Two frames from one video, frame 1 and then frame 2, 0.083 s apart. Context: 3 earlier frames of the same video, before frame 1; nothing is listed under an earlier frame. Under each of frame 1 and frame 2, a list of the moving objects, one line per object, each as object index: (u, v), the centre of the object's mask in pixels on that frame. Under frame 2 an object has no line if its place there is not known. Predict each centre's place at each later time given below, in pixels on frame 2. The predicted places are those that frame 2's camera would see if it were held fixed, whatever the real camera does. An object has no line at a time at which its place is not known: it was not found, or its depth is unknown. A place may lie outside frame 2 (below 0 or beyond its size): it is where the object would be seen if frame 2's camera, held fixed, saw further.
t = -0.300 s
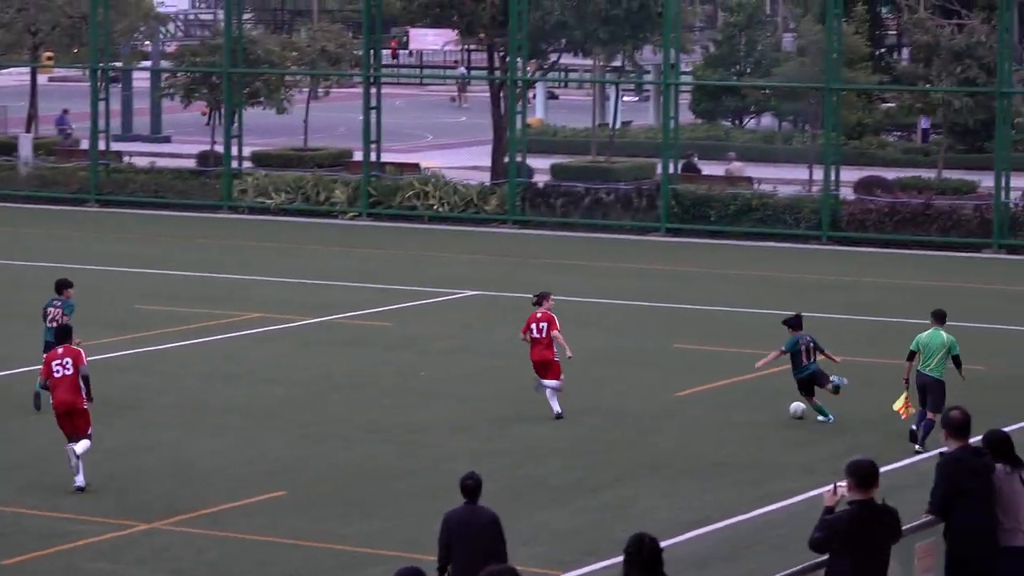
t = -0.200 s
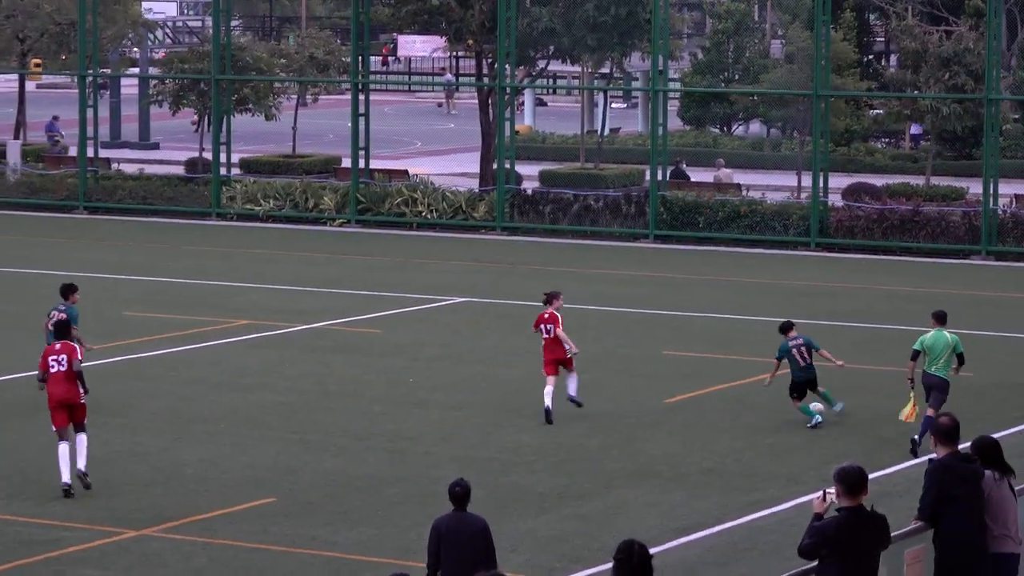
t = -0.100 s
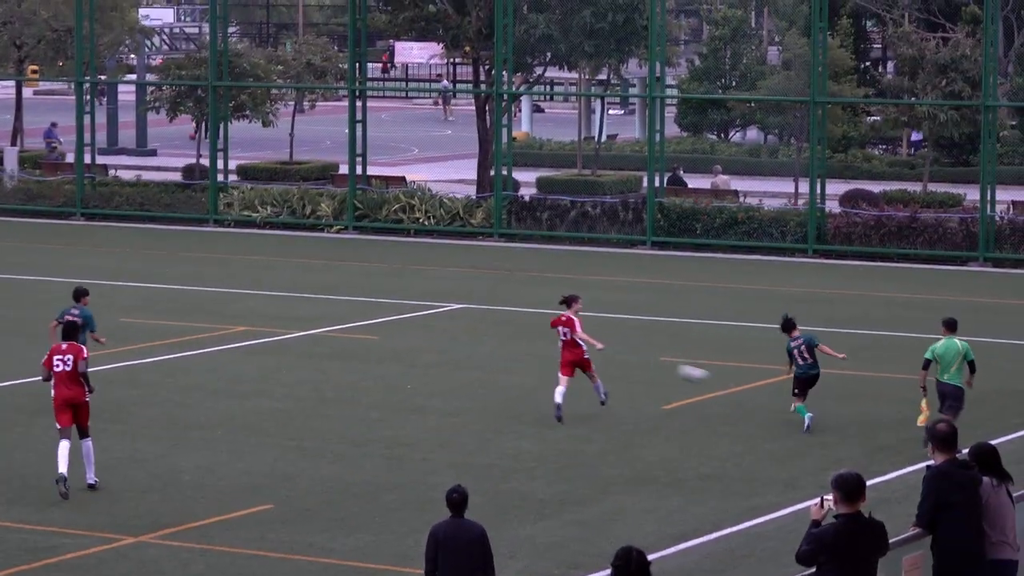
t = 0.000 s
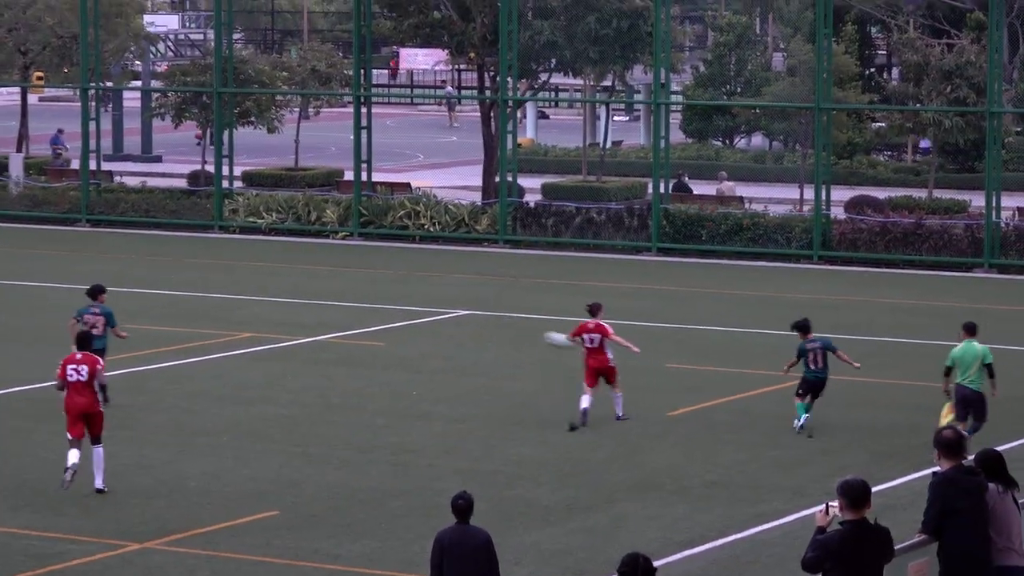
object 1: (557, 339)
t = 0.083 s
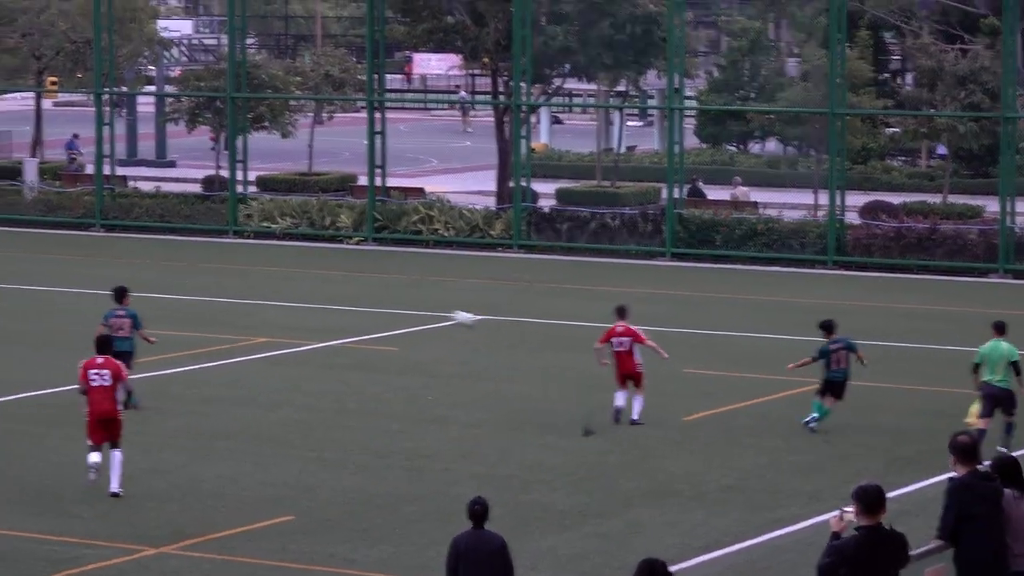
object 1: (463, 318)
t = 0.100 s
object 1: (441, 313)
